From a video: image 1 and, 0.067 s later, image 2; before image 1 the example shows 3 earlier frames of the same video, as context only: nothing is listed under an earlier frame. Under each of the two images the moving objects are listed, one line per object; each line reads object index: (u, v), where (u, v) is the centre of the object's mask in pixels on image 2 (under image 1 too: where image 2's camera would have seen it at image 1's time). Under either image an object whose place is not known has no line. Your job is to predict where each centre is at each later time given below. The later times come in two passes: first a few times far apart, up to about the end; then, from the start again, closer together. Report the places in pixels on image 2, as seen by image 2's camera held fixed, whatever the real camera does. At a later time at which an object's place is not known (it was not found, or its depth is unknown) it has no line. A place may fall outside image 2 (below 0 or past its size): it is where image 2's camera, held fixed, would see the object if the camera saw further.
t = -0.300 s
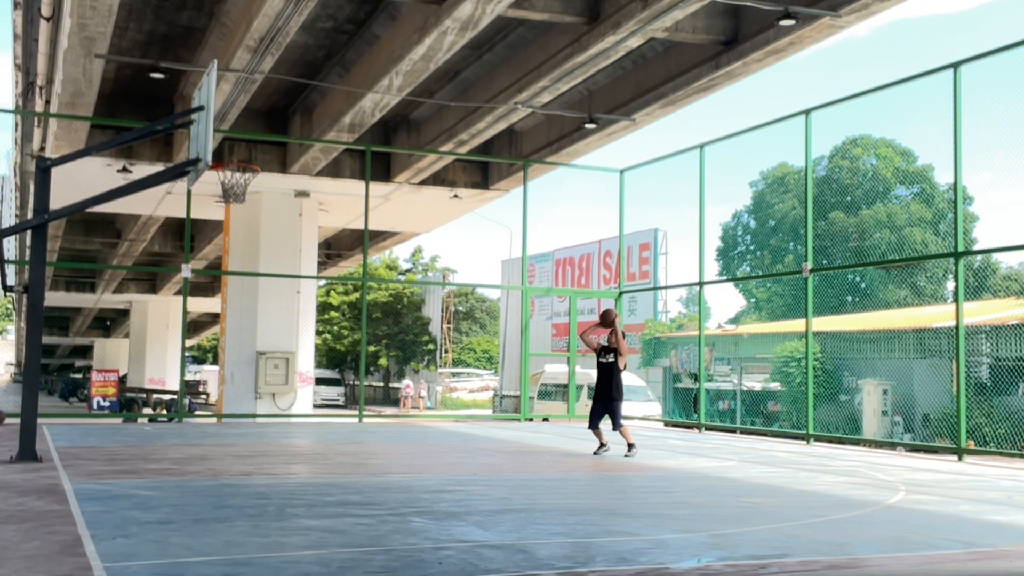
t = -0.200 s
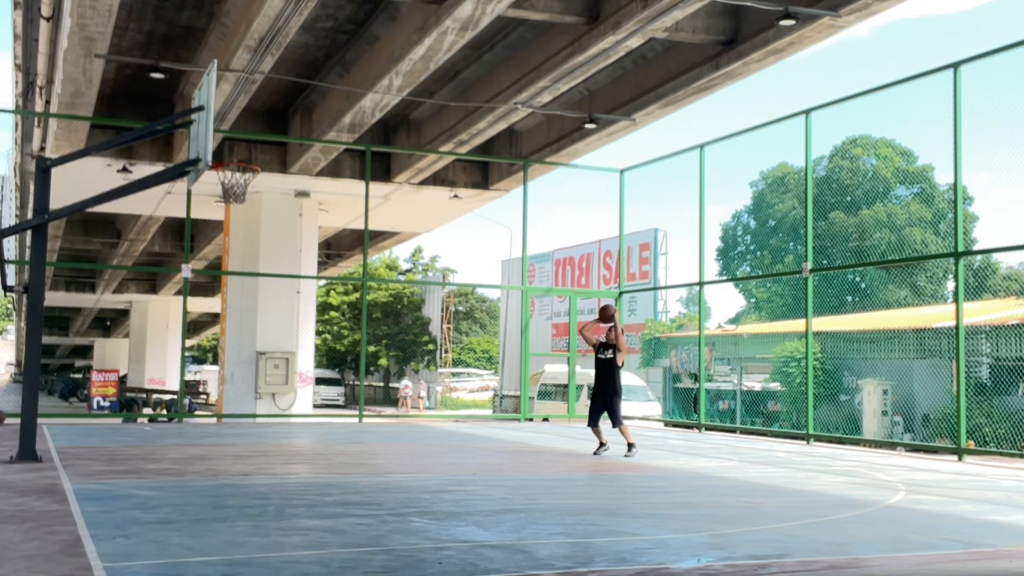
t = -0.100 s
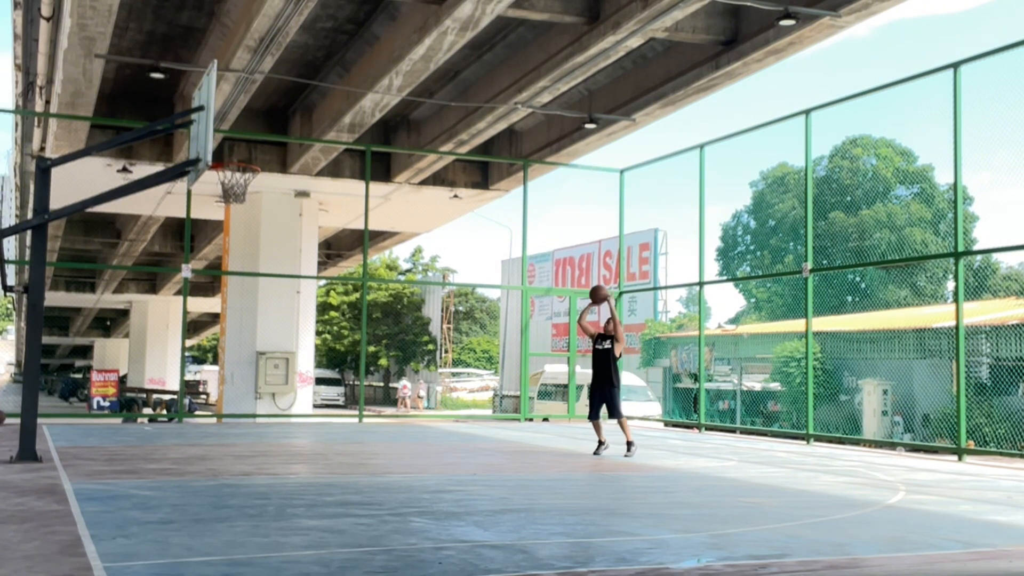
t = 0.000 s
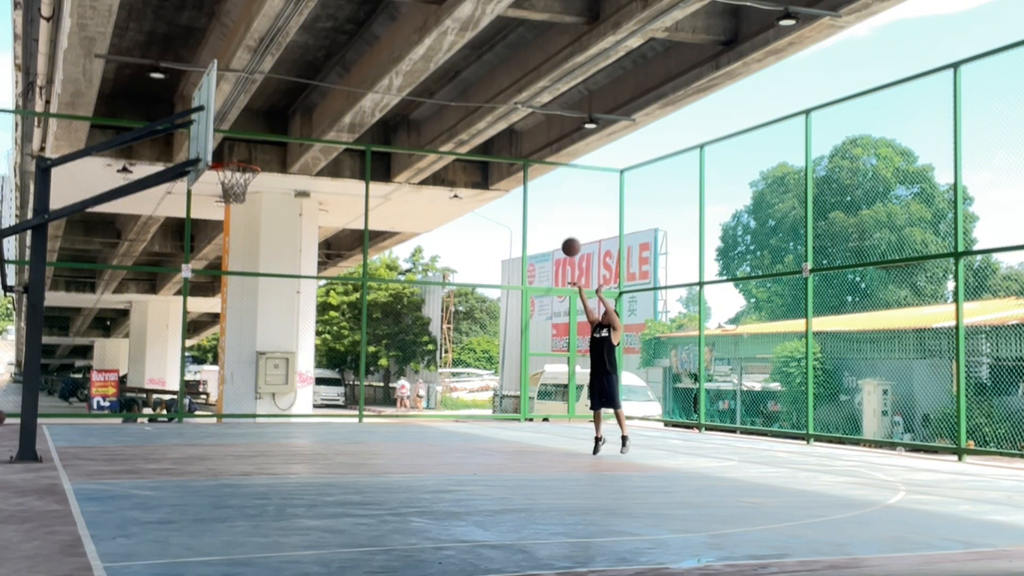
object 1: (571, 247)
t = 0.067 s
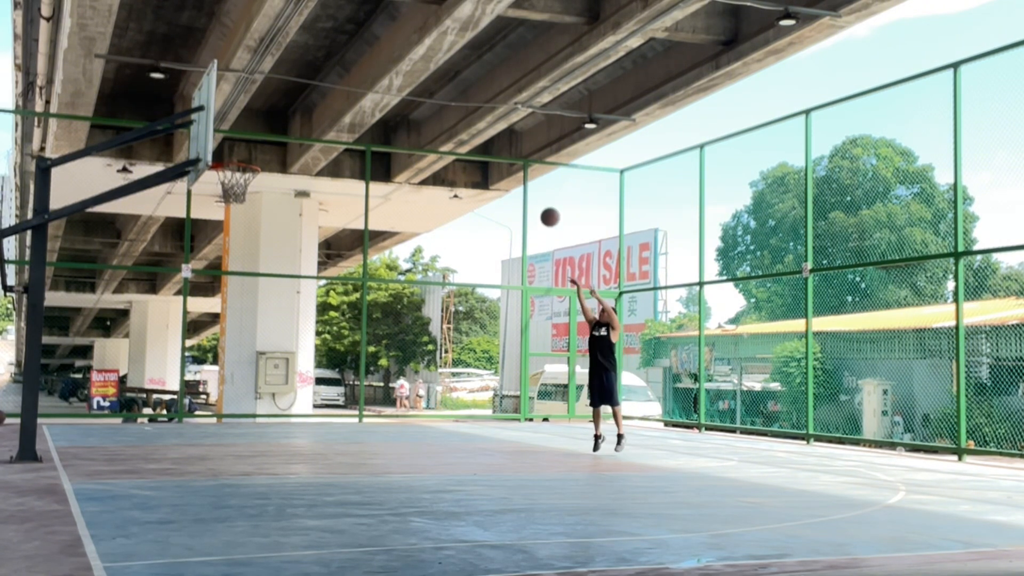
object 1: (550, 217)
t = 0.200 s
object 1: (507, 167)
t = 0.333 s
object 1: (461, 132)
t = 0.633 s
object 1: (354, 105)
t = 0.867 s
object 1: (264, 138)
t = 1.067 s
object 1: (242, 175)
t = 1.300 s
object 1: (225, 185)
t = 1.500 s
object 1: (237, 190)
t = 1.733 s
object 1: (239, 202)
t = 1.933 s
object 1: (231, 243)
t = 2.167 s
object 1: (220, 339)
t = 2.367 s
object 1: (208, 441)
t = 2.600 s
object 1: (197, 329)
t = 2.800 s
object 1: (184, 277)
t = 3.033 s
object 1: (168, 263)
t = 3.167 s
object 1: (157, 278)
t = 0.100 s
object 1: (539, 203)
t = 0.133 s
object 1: (528, 190)
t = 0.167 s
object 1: (516, 178)
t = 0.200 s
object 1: (507, 167)
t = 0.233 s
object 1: (496, 157)
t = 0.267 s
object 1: (485, 148)
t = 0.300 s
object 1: (473, 140)
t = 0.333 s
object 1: (461, 132)
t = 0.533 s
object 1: (392, 107)
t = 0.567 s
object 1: (379, 105)
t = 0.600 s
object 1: (366, 104)
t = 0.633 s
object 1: (354, 105)
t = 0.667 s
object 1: (341, 106)
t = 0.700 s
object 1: (329, 110)
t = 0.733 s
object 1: (317, 113)
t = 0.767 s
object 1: (304, 119)
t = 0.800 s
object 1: (290, 124)
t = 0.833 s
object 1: (278, 130)
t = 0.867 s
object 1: (264, 138)
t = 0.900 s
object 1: (251, 147)
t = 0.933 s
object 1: (237, 154)
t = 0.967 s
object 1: (232, 164)
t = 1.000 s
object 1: (235, 171)
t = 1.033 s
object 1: (241, 174)
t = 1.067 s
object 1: (242, 175)
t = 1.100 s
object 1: (245, 176)
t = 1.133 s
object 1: (239, 181)
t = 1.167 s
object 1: (237, 181)
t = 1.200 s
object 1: (232, 182)
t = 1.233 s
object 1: (228, 183)
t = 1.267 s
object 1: (226, 184)
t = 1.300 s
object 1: (225, 185)
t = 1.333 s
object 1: (226, 187)
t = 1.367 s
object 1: (227, 187)
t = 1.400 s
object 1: (229, 188)
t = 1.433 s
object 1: (232, 188)
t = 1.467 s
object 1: (235, 189)
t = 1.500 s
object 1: (237, 190)
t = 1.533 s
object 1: (239, 190)
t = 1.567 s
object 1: (240, 191)
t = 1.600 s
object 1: (241, 192)
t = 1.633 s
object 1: (241, 193)
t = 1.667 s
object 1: (240, 196)
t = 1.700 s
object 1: (240, 199)
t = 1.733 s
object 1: (239, 202)
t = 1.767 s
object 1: (237, 206)
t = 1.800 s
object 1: (237, 212)
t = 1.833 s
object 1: (235, 218)
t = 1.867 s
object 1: (234, 225)
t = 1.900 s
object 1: (233, 234)
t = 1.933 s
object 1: (231, 243)
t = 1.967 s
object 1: (230, 253)
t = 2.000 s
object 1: (229, 265)
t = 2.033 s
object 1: (227, 278)
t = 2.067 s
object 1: (226, 292)
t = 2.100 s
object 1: (223, 306)
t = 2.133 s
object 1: (222, 322)
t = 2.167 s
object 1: (220, 339)
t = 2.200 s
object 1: (218, 356)
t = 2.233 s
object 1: (216, 375)
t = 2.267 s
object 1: (214, 396)
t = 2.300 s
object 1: (212, 416)
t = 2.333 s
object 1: (210, 439)
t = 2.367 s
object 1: (208, 441)
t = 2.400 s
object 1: (206, 422)
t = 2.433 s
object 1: (205, 404)
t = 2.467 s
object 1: (203, 387)
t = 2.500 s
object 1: (201, 371)
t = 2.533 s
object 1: (200, 356)
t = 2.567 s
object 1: (198, 343)
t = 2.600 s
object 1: (197, 329)
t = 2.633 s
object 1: (195, 319)
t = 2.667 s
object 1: (192, 308)
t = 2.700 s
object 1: (190, 298)
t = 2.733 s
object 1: (188, 290)
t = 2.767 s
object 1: (186, 283)
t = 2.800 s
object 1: (184, 277)
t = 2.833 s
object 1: (182, 272)
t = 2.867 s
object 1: (179, 268)
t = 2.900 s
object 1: (177, 265)
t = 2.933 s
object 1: (174, 263)
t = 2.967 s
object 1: (172, 262)
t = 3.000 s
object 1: (170, 263)
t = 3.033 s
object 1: (168, 263)
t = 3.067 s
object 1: (165, 266)
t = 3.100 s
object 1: (162, 269)
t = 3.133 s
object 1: (161, 272)
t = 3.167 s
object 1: (157, 278)
